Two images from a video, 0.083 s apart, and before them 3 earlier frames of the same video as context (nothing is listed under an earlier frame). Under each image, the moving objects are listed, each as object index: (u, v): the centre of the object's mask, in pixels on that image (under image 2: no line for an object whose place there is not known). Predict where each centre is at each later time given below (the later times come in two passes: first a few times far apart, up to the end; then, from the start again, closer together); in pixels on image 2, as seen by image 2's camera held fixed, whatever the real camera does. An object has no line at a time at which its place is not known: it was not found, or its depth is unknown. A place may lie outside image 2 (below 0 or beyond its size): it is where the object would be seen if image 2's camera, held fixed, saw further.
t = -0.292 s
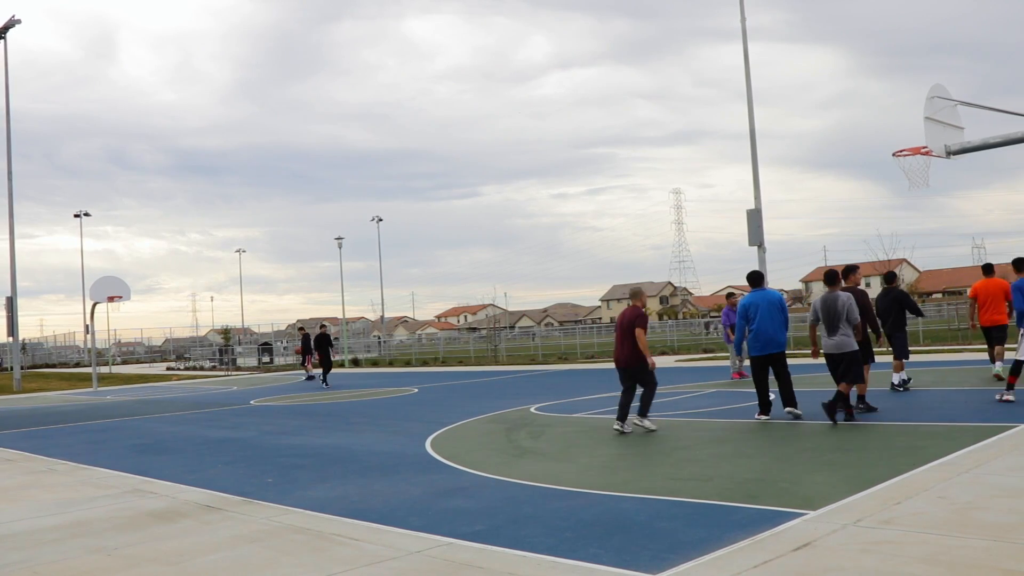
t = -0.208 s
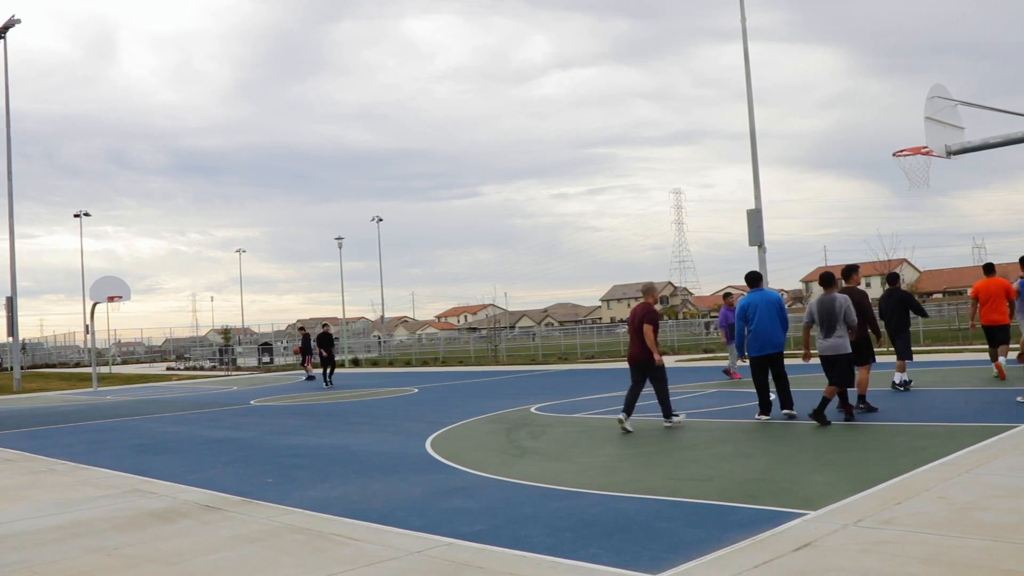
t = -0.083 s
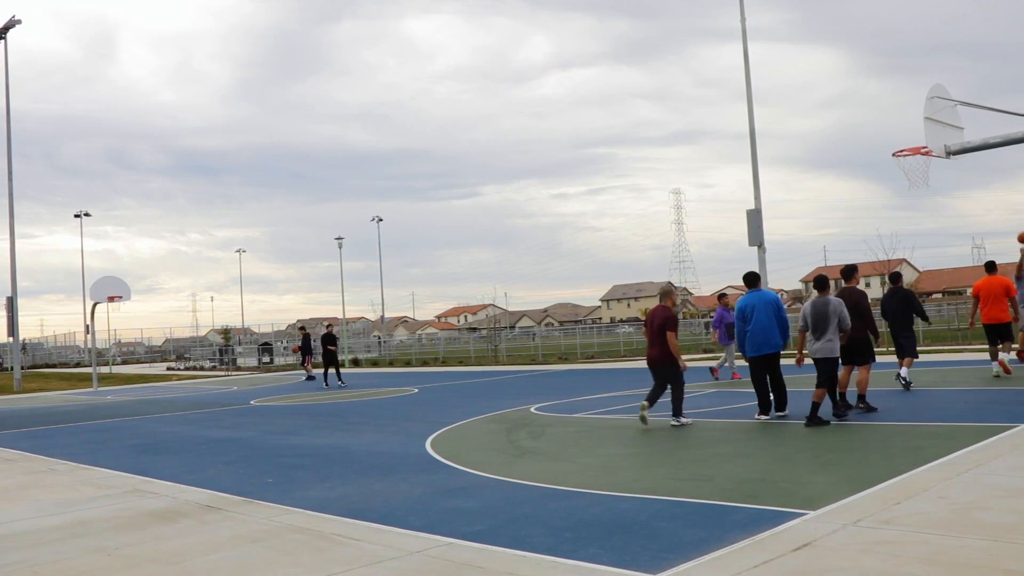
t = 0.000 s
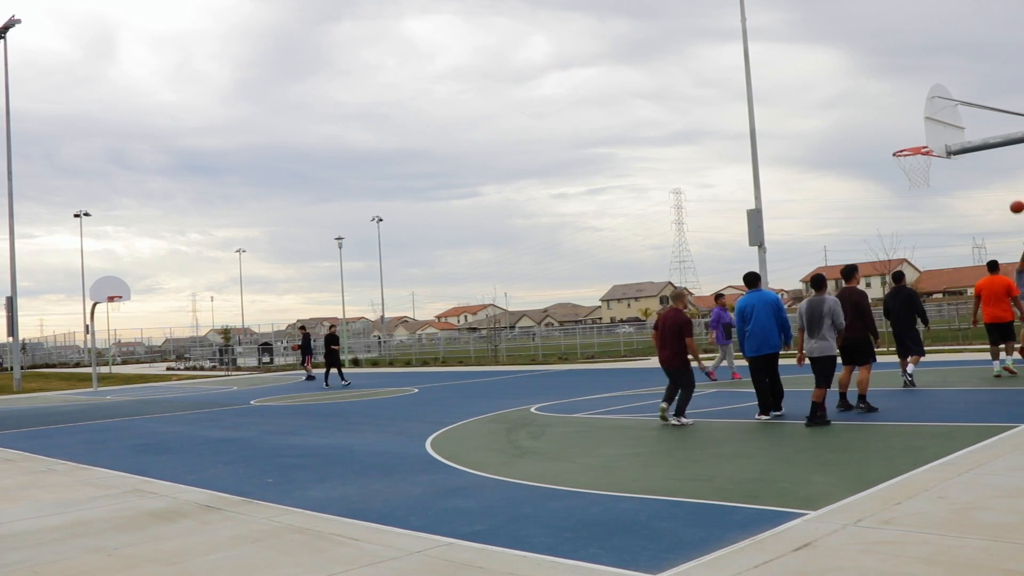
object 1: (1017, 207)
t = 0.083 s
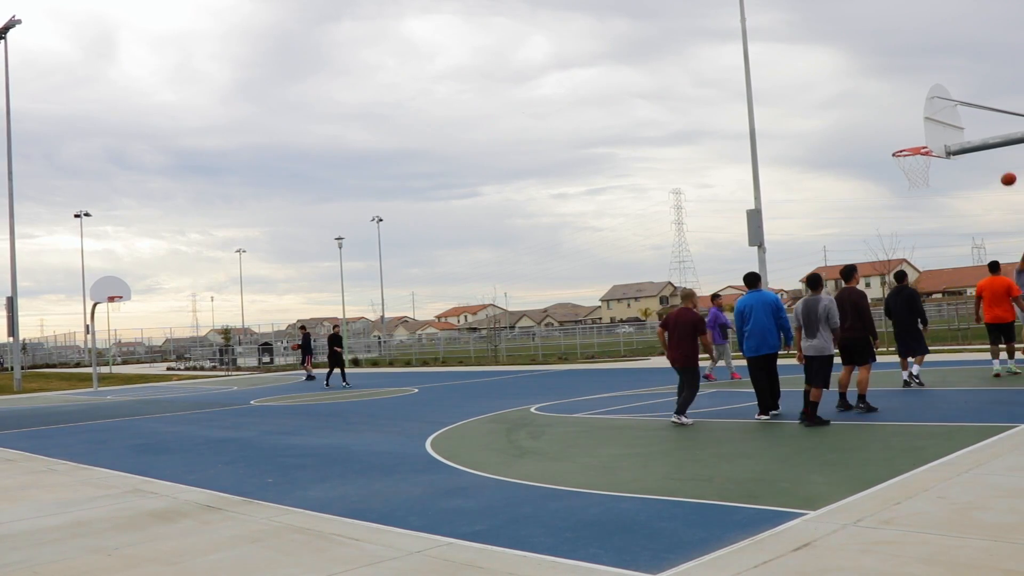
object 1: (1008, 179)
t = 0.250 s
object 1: (992, 131)
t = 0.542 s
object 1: (963, 82)
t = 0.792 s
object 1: (939, 79)
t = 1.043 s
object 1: (914, 126)
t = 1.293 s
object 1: (939, 222)
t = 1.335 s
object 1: (947, 242)
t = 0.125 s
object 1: (1004, 166)
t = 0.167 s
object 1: (1001, 154)
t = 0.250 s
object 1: (992, 131)
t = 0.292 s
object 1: (988, 122)
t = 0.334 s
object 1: (984, 114)
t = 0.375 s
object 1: (980, 105)
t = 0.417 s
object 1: (976, 97)
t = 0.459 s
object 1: (972, 92)
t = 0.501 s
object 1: (968, 87)
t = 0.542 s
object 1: (963, 82)
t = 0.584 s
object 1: (959, 79)
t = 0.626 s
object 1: (955, 77)
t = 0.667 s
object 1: (951, 76)
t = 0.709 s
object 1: (947, 76)
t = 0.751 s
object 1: (943, 77)
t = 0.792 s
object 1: (939, 79)
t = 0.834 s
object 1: (933, 82)
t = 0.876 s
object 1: (926, 88)
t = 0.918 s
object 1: (921, 96)
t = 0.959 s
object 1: (918, 105)
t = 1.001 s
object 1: (916, 115)
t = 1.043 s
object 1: (914, 126)
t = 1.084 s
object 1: (910, 139)
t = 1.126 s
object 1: (905, 155)
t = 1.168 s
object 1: (914, 170)
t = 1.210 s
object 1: (922, 186)
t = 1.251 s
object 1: (930, 203)
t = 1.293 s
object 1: (939, 222)
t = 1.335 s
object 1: (947, 242)
